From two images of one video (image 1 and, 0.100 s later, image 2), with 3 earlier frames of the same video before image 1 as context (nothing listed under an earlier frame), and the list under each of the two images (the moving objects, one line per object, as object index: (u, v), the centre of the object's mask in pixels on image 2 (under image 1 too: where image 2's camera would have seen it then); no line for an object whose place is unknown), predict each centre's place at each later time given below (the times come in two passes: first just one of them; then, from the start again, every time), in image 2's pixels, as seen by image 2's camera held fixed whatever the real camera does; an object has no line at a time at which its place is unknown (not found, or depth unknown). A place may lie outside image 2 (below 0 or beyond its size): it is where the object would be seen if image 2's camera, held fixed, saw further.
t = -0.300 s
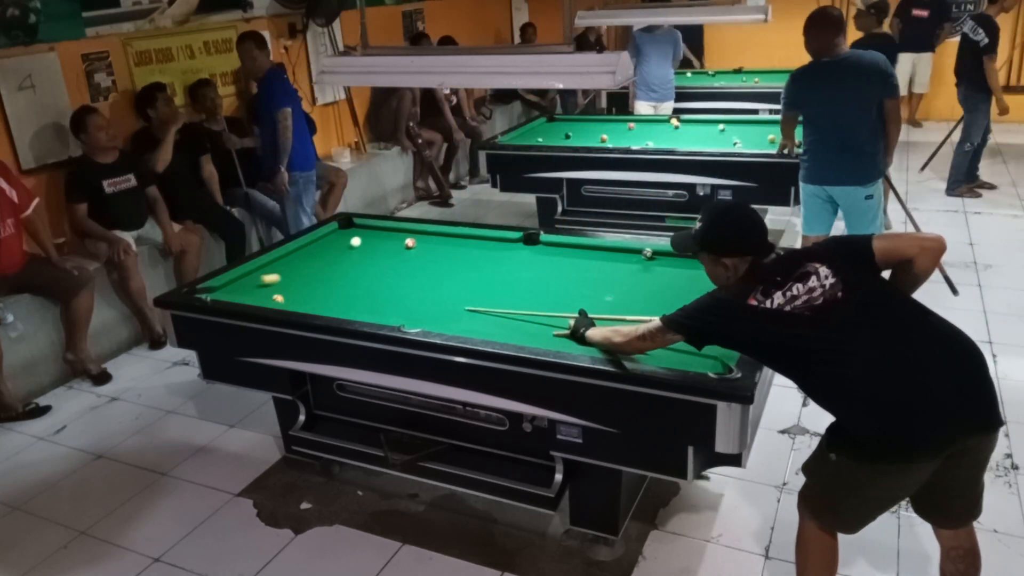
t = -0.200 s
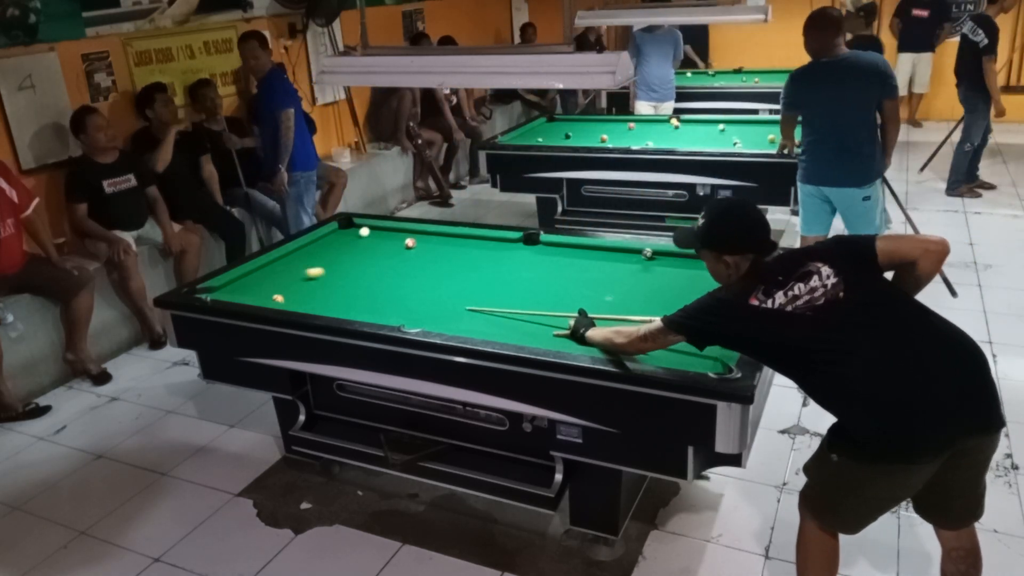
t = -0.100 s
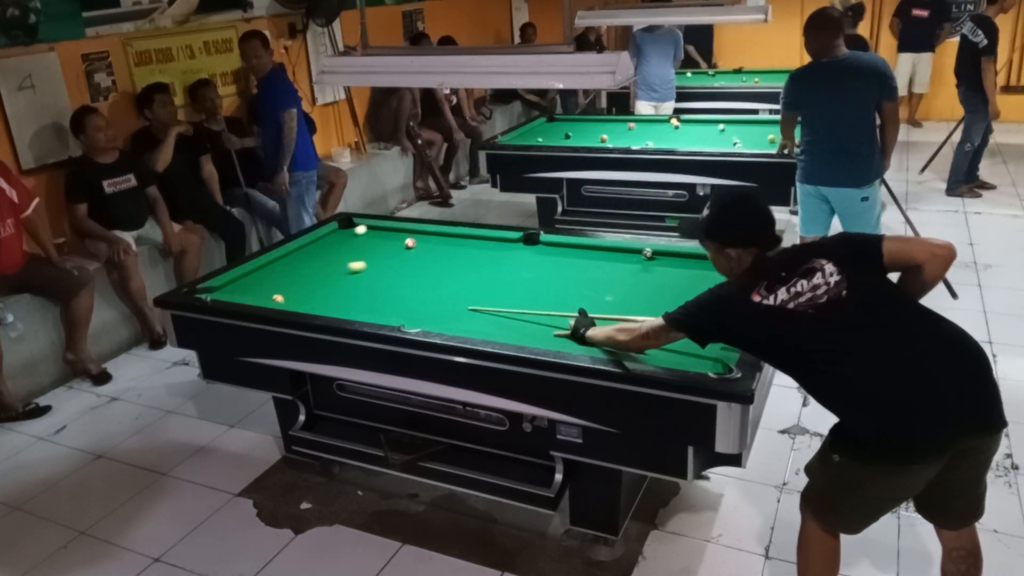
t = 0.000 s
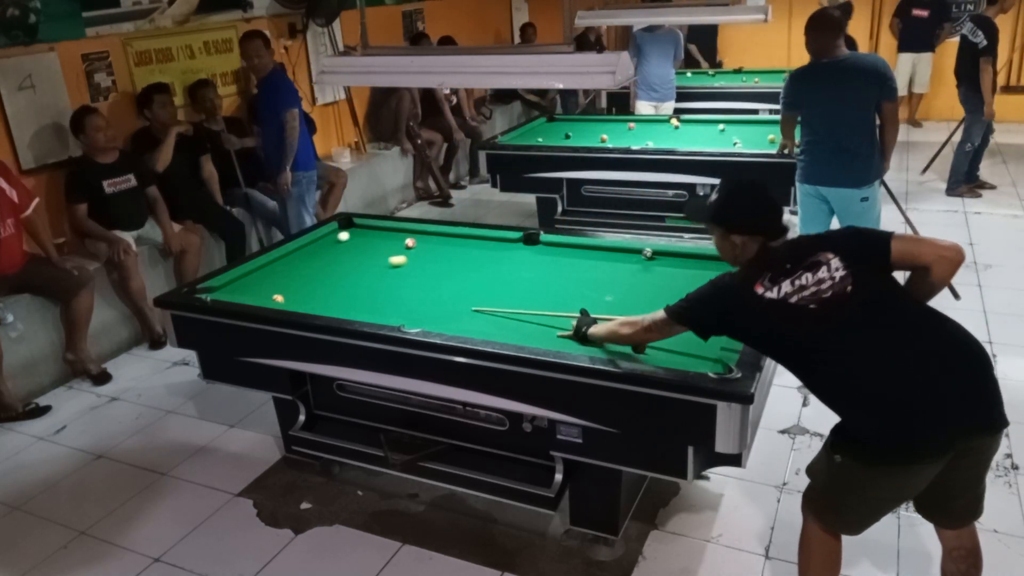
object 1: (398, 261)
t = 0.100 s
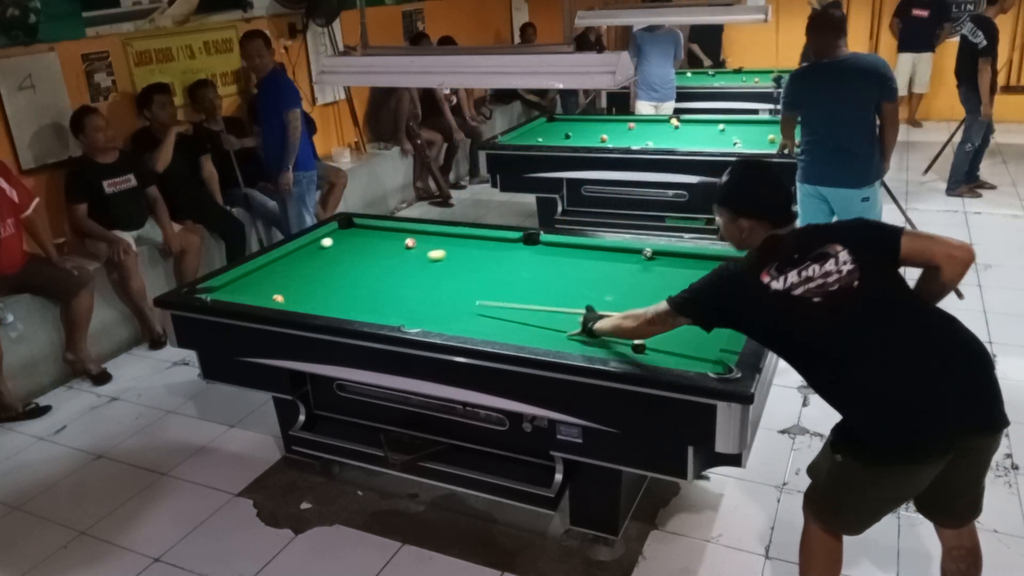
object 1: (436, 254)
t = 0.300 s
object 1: (511, 244)
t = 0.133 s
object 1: (449, 253)
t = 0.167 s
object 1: (462, 251)
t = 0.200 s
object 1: (474, 249)
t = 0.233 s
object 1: (487, 247)
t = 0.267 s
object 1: (499, 246)
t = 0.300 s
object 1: (511, 244)
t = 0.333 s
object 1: (523, 242)
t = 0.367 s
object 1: (533, 241)
